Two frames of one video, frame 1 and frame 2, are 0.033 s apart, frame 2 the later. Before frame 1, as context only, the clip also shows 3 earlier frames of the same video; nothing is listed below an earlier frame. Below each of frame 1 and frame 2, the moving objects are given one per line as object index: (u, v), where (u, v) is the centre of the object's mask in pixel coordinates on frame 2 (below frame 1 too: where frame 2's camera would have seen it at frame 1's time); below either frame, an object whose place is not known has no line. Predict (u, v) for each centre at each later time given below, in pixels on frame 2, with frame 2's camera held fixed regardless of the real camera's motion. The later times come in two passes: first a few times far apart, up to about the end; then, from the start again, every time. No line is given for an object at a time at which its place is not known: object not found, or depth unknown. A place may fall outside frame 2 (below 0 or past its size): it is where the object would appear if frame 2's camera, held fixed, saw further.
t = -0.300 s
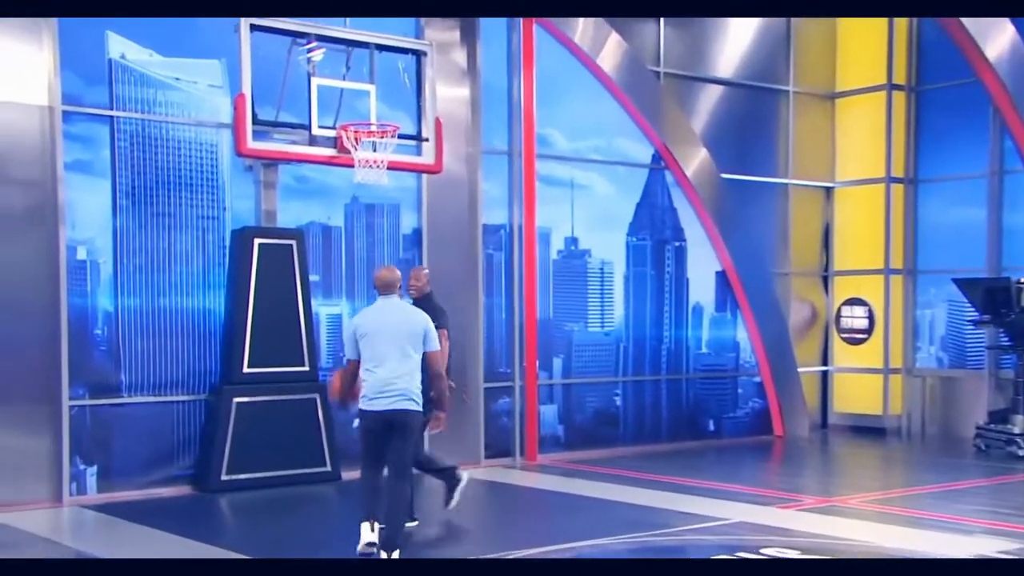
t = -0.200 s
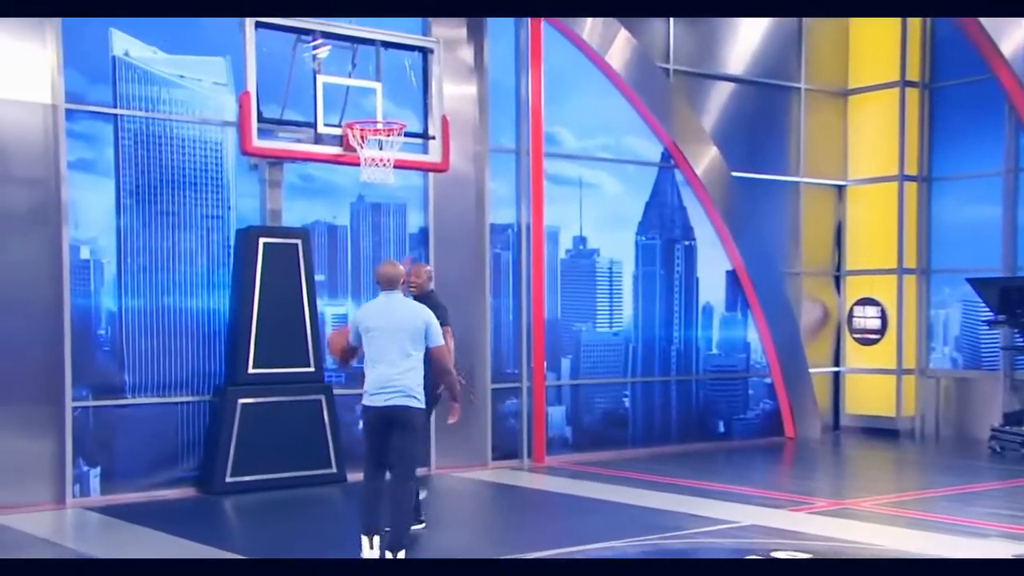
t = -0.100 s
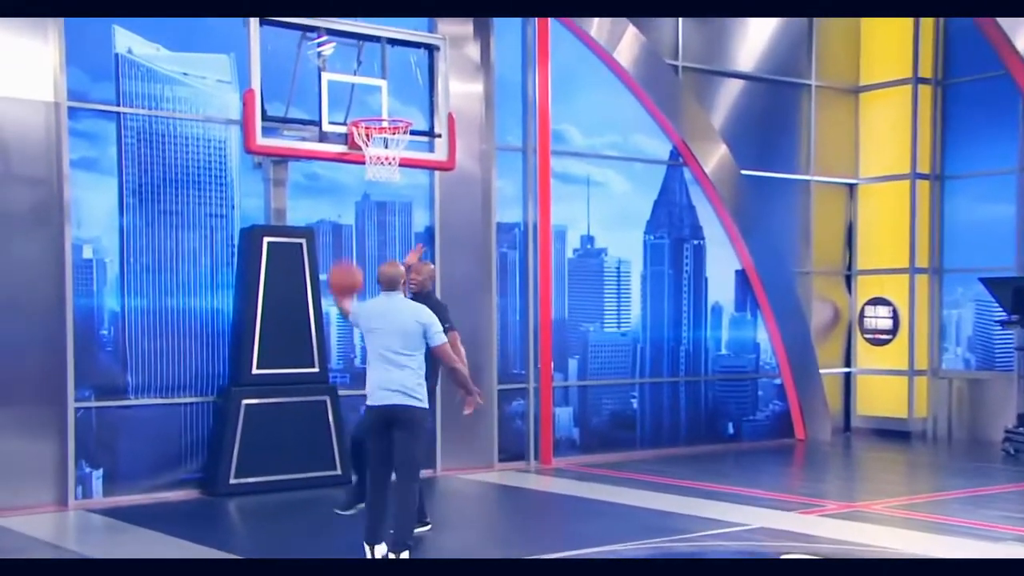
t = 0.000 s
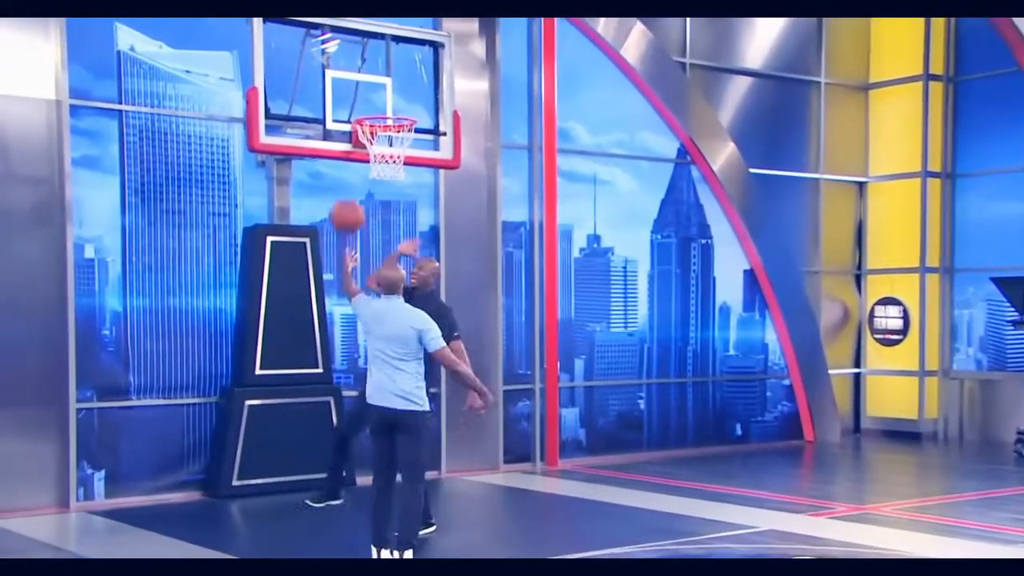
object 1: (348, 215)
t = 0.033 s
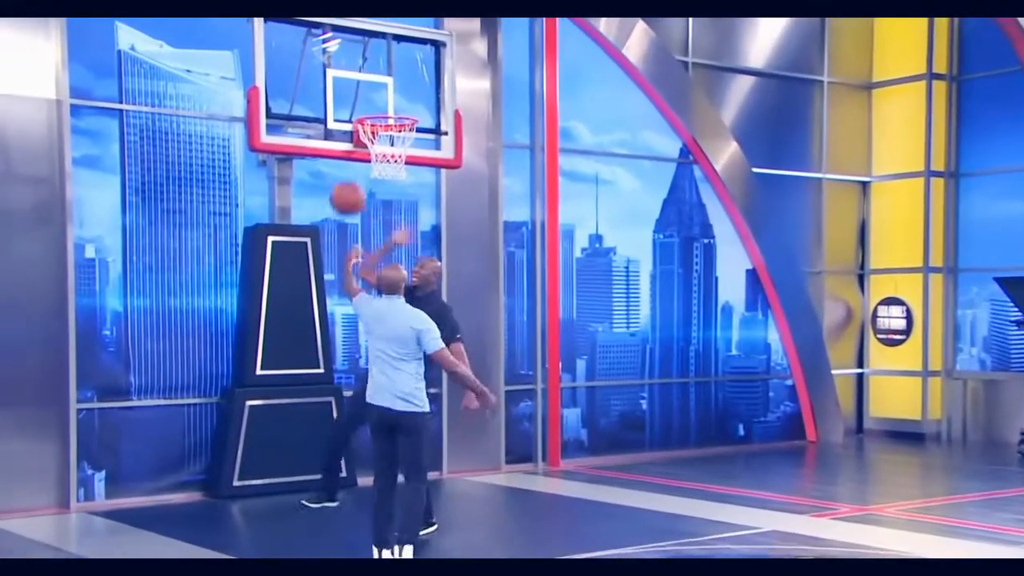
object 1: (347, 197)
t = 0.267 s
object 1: (294, 93)
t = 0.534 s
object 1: (192, 48)
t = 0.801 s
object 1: (79, 119)
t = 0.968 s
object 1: (2, 235)
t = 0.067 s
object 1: (347, 182)
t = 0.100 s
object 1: (347, 168)
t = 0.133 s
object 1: (340, 153)
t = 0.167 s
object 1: (328, 135)
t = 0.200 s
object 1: (317, 119)
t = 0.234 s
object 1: (306, 104)
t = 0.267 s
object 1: (294, 93)
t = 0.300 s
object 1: (282, 81)
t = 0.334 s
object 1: (269, 72)
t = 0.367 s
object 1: (257, 64)
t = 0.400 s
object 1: (244, 57)
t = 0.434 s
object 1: (231, 52)
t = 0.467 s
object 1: (218, 49)
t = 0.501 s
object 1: (205, 48)
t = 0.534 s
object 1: (192, 48)
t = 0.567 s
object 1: (178, 49)
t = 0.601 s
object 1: (165, 53)
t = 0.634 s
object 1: (151, 59)
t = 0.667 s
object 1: (135, 60)
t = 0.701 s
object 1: (123, 68)
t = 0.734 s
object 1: (107, 88)
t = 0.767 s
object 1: (93, 102)
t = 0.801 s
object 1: (79, 119)
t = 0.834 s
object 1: (63, 138)
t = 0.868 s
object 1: (47, 158)
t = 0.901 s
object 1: (31, 181)
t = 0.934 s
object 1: (15, 206)
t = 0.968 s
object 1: (2, 235)
